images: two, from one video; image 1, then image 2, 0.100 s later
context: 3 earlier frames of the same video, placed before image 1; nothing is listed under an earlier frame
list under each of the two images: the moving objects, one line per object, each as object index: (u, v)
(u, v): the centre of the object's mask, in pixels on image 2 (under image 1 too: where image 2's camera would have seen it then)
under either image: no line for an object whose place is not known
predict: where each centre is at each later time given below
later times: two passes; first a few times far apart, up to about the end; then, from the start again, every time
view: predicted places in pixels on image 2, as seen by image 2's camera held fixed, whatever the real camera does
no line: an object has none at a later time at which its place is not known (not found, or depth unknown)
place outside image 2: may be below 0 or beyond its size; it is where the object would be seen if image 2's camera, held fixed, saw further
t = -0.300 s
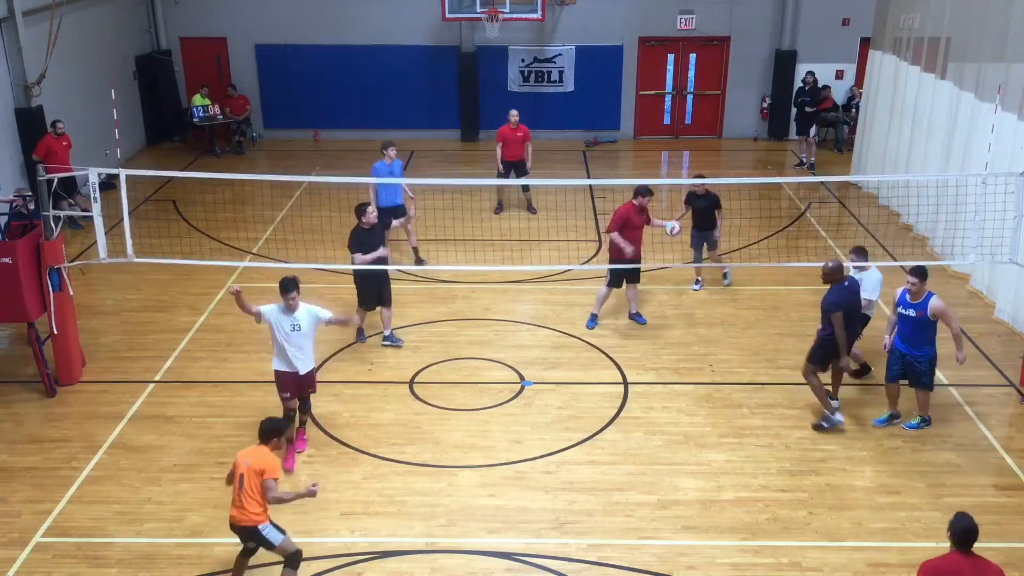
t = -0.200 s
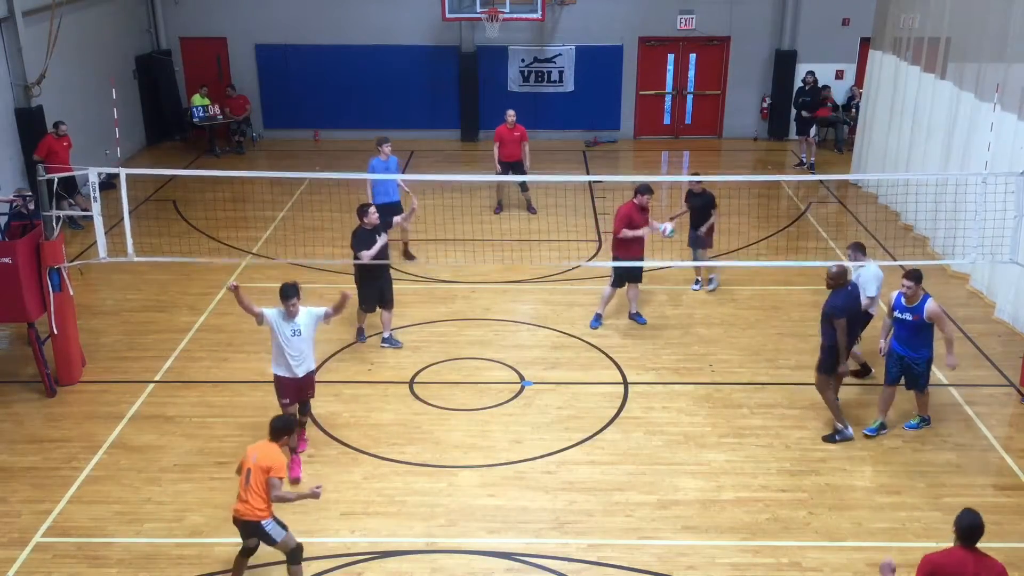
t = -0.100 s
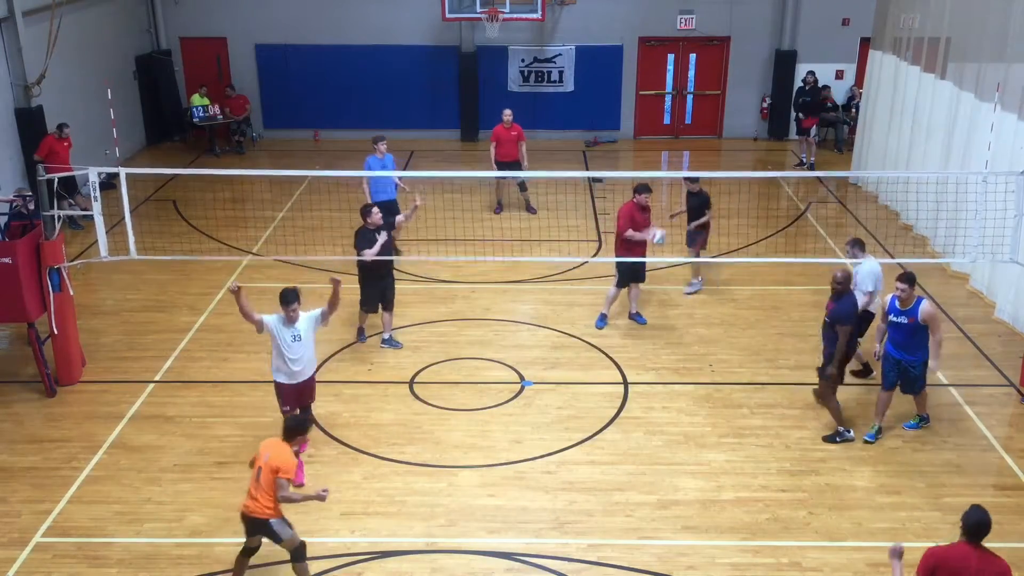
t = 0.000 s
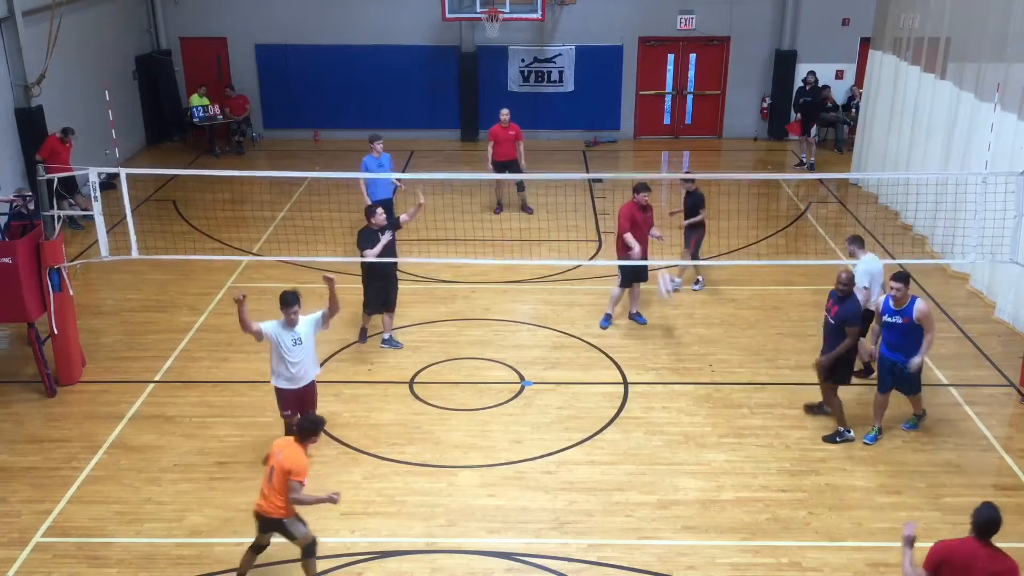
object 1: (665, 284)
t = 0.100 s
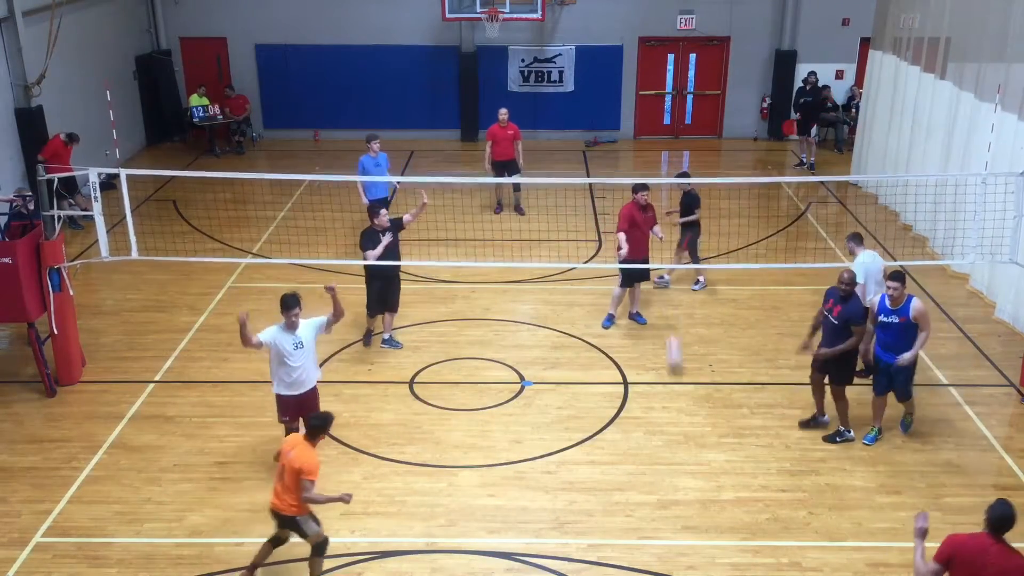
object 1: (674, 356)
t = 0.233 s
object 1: (682, 347)
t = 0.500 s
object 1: (697, 319)
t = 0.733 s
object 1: (707, 350)
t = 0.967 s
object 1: (715, 441)
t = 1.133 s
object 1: (720, 555)
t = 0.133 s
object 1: (677, 371)
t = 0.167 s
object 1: (678, 361)
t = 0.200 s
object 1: (680, 353)
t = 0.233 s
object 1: (682, 347)
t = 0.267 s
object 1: (684, 340)
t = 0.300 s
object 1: (686, 334)
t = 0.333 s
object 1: (688, 330)
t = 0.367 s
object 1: (689, 325)
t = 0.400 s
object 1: (690, 322)
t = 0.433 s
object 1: (693, 320)
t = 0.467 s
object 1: (695, 319)
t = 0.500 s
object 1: (697, 319)
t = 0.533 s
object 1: (698, 320)
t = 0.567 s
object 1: (699, 322)
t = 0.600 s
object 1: (701, 325)
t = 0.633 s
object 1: (703, 329)
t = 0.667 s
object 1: (705, 335)
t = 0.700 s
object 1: (706, 342)
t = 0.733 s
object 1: (707, 350)
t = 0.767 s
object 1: (709, 359)
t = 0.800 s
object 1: (711, 368)
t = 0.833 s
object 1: (711, 380)
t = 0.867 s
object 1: (712, 394)
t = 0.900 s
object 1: (713, 408)
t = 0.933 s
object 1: (714, 424)
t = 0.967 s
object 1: (715, 441)
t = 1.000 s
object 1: (715, 461)
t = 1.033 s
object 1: (716, 480)
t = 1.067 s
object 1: (718, 503)
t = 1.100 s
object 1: (719, 525)
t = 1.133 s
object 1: (720, 555)
